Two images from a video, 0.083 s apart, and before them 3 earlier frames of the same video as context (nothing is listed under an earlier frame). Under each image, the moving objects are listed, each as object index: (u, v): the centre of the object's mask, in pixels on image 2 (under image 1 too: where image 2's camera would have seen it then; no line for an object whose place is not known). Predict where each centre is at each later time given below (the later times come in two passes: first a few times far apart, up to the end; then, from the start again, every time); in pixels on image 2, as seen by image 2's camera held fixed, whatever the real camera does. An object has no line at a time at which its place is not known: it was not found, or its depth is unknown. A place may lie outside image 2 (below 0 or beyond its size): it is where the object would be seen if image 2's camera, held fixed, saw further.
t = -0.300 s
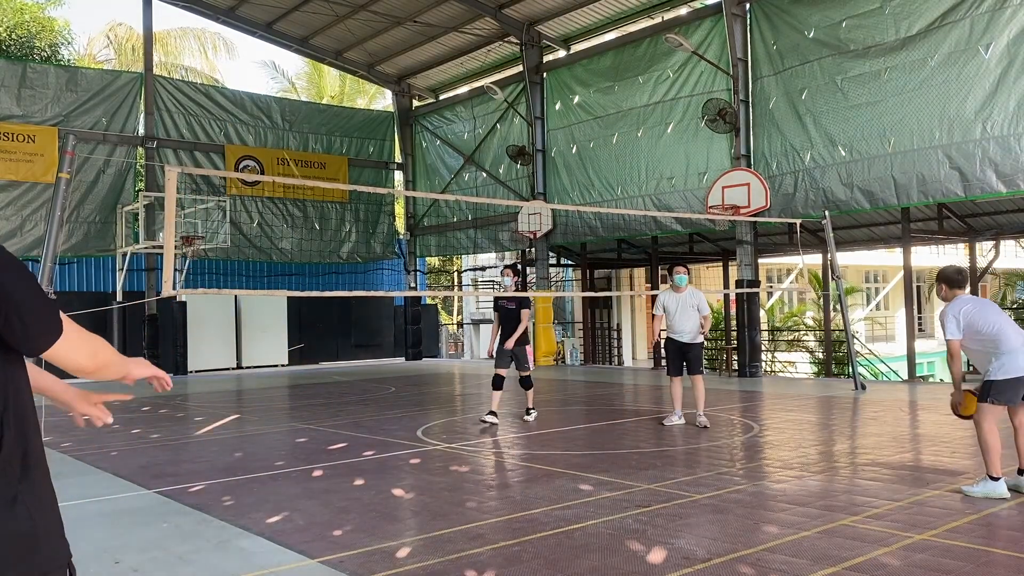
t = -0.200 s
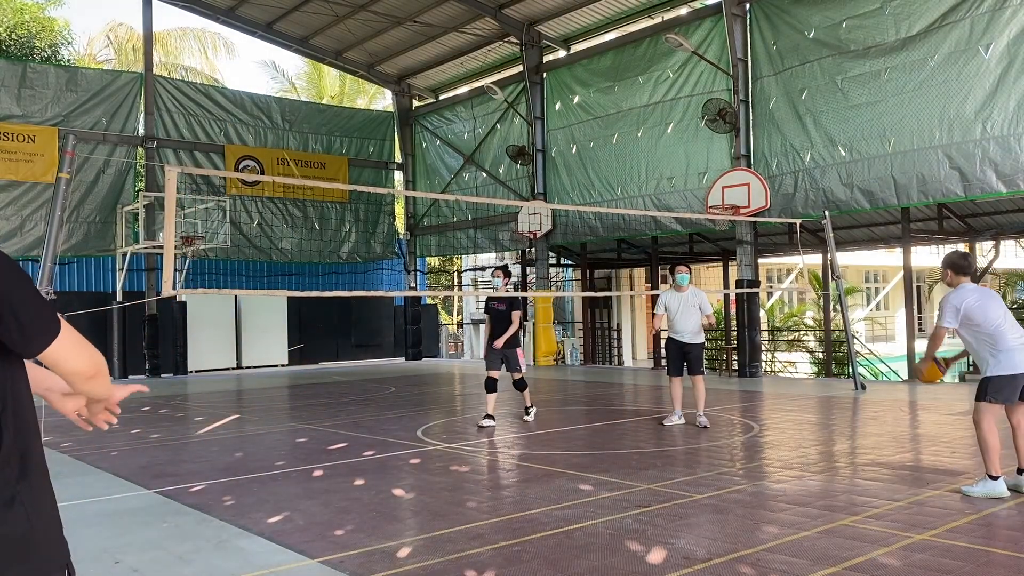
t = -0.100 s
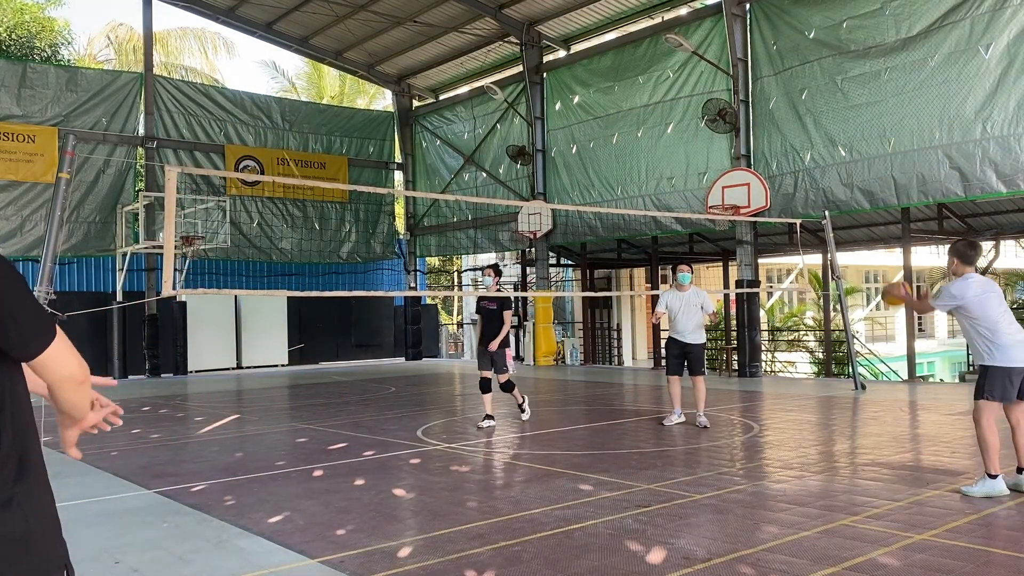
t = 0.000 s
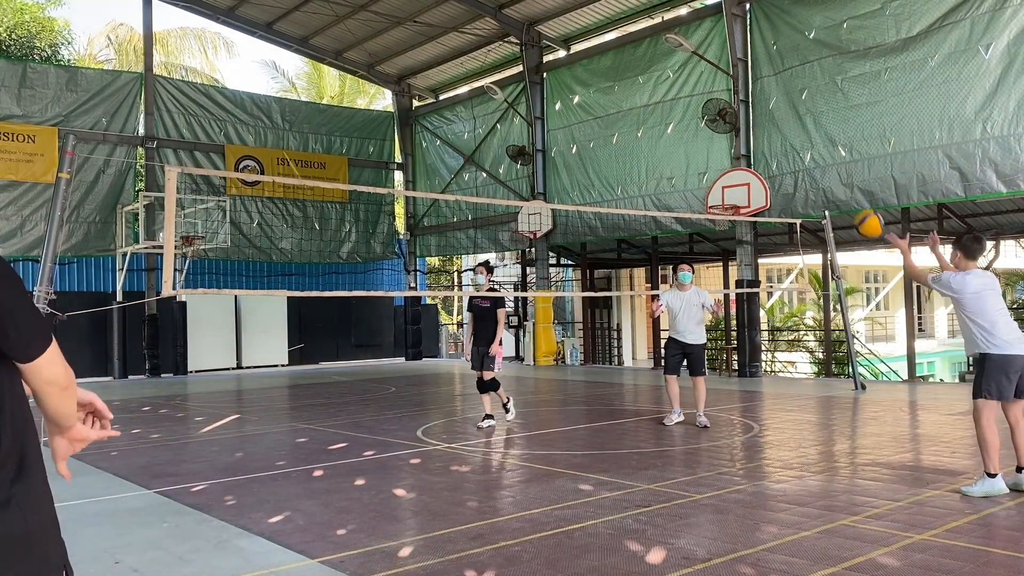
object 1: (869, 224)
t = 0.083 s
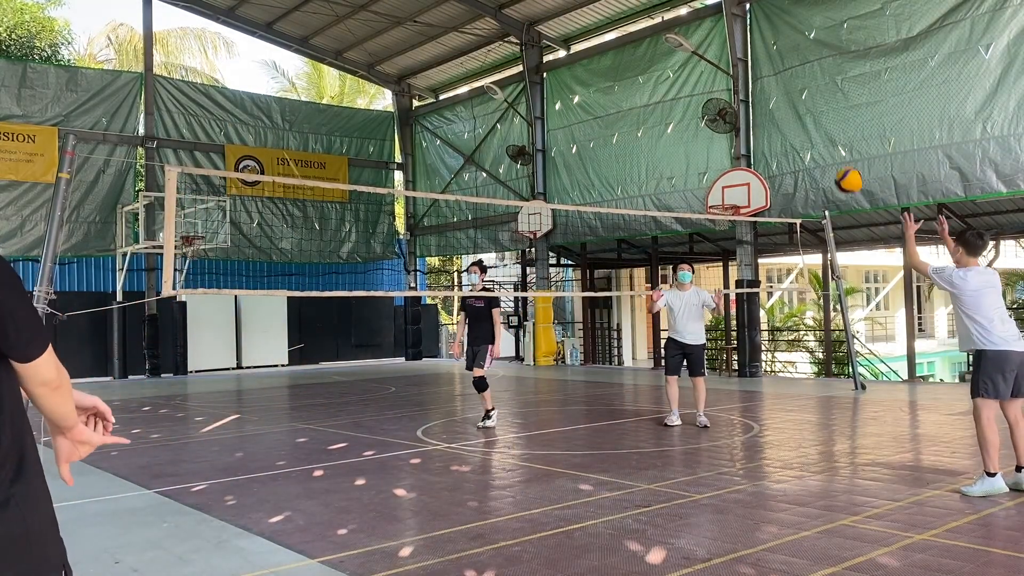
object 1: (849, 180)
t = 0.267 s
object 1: (810, 120)
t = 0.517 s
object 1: (765, 107)
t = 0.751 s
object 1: (731, 153)
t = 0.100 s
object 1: (846, 173)
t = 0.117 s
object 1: (842, 166)
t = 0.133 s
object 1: (838, 159)
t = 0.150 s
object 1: (835, 153)
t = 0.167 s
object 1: (831, 147)
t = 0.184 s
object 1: (827, 141)
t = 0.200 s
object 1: (824, 136)
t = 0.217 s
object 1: (820, 131)
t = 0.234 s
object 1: (817, 127)
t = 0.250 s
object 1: (814, 124)
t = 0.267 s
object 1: (810, 120)
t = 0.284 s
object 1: (807, 117)
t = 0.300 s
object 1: (804, 114)
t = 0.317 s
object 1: (801, 112)
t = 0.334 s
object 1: (797, 110)
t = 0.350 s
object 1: (794, 108)
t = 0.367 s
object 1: (791, 106)
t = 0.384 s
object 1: (788, 105)
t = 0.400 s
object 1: (785, 105)
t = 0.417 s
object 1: (782, 104)
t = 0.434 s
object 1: (780, 104)
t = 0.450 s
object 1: (777, 104)
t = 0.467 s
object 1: (774, 104)
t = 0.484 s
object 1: (771, 105)
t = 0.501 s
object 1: (768, 106)
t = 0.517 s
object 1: (765, 107)
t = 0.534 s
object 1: (763, 109)
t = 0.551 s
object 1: (760, 111)
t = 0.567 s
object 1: (758, 113)
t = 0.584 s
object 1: (755, 115)
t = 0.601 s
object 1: (753, 118)
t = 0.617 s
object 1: (750, 121)
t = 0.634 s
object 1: (748, 124)
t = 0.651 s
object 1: (745, 127)
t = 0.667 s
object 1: (743, 131)
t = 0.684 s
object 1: (740, 135)
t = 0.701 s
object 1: (738, 139)
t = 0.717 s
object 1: (736, 144)
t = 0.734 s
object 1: (734, 148)
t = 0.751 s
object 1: (731, 153)
